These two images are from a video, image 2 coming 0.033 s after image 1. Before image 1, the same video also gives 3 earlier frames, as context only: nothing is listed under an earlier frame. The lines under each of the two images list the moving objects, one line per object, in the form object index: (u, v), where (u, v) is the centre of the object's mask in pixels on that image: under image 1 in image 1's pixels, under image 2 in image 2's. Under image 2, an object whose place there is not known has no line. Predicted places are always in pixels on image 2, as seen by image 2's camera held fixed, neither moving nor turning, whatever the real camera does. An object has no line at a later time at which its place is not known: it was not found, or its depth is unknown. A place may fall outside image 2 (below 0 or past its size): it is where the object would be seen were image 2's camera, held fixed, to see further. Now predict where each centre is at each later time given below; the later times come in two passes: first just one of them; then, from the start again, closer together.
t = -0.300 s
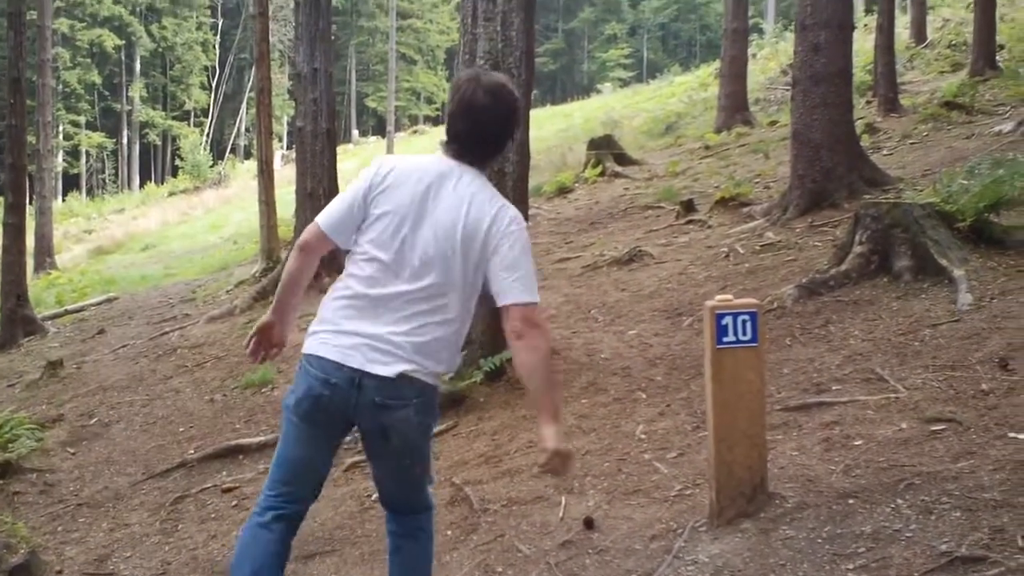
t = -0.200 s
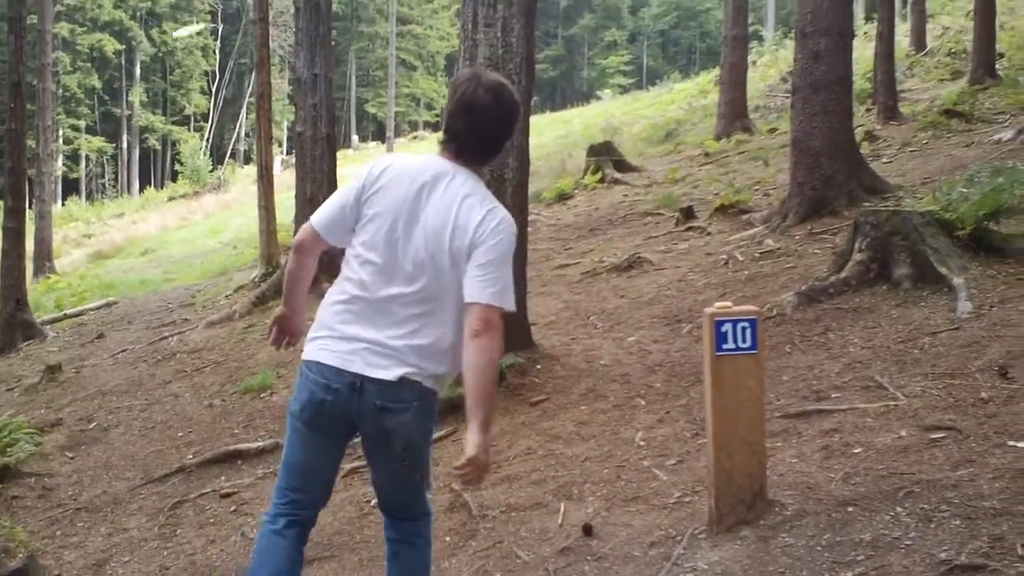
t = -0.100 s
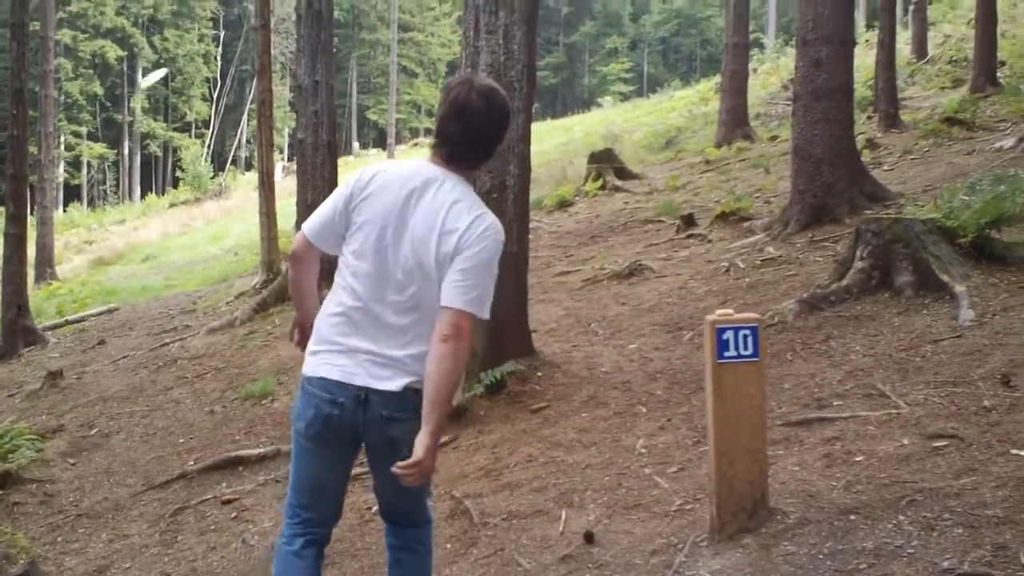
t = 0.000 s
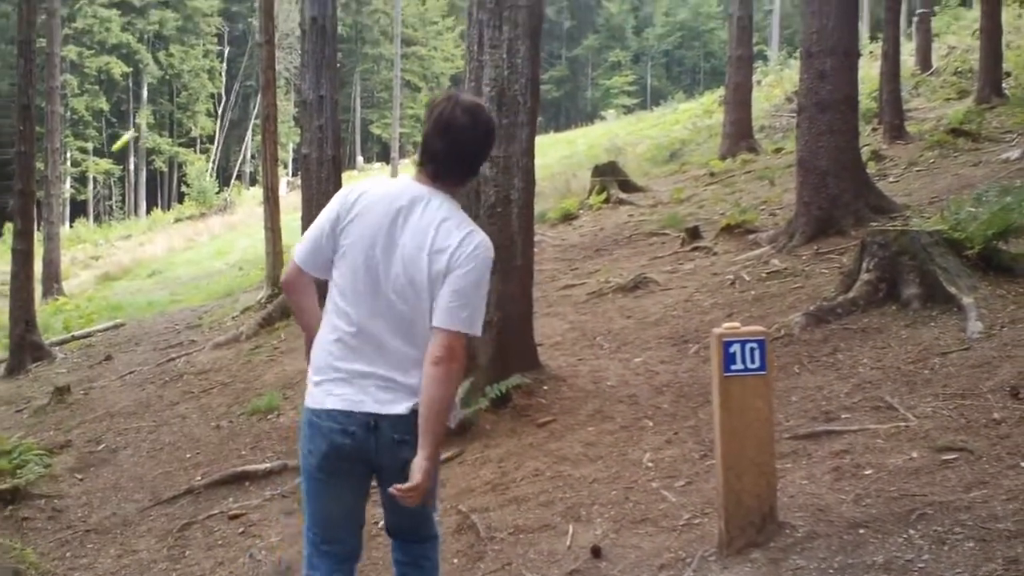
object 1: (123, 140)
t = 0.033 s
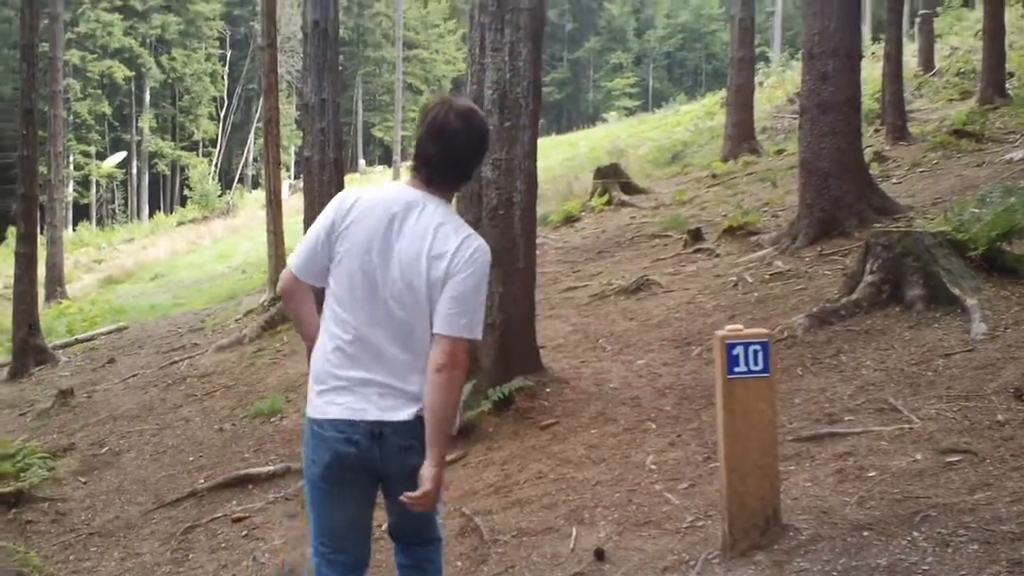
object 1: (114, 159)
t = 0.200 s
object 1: (53, 243)
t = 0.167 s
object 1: (64, 227)
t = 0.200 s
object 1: (53, 243)
